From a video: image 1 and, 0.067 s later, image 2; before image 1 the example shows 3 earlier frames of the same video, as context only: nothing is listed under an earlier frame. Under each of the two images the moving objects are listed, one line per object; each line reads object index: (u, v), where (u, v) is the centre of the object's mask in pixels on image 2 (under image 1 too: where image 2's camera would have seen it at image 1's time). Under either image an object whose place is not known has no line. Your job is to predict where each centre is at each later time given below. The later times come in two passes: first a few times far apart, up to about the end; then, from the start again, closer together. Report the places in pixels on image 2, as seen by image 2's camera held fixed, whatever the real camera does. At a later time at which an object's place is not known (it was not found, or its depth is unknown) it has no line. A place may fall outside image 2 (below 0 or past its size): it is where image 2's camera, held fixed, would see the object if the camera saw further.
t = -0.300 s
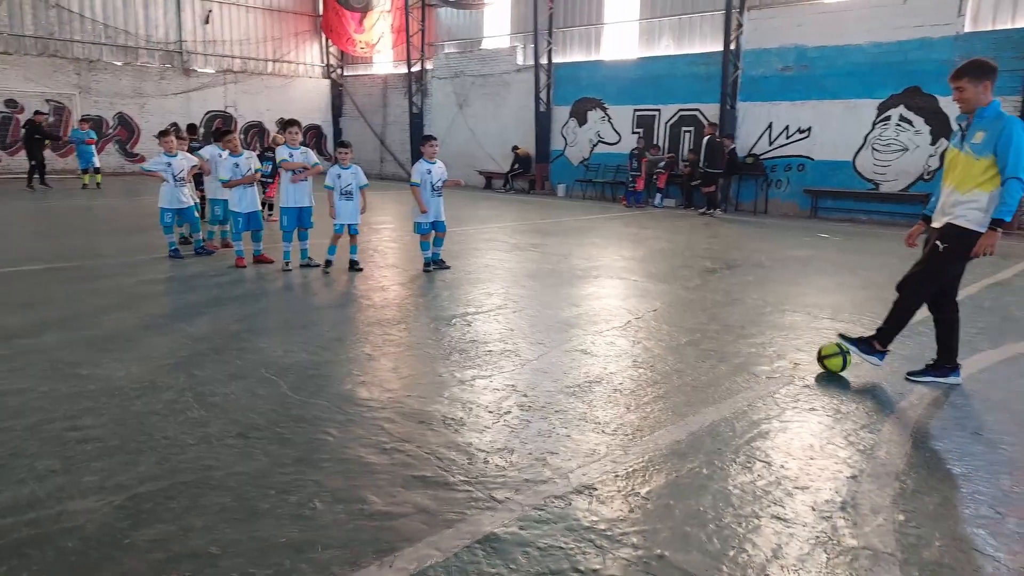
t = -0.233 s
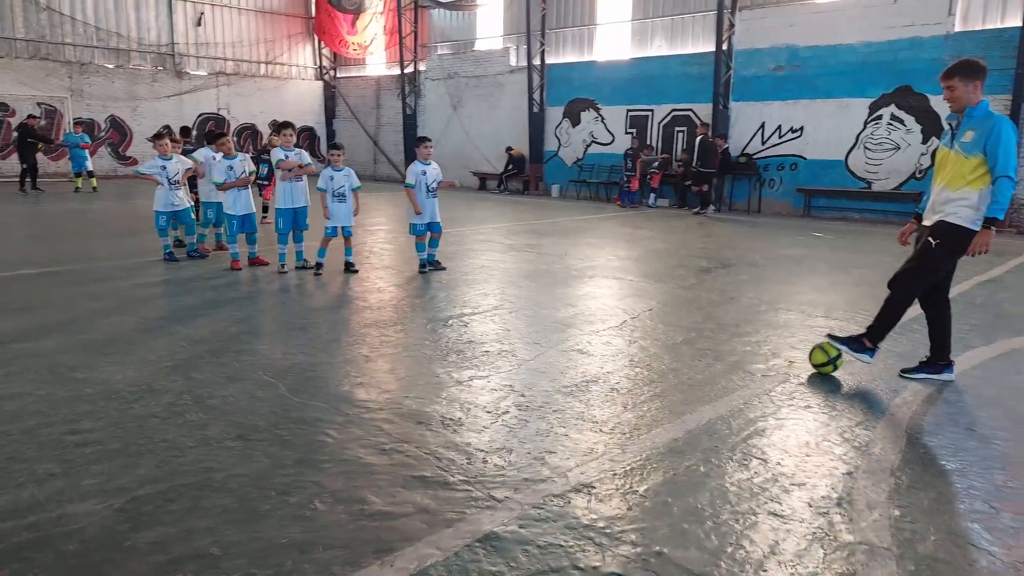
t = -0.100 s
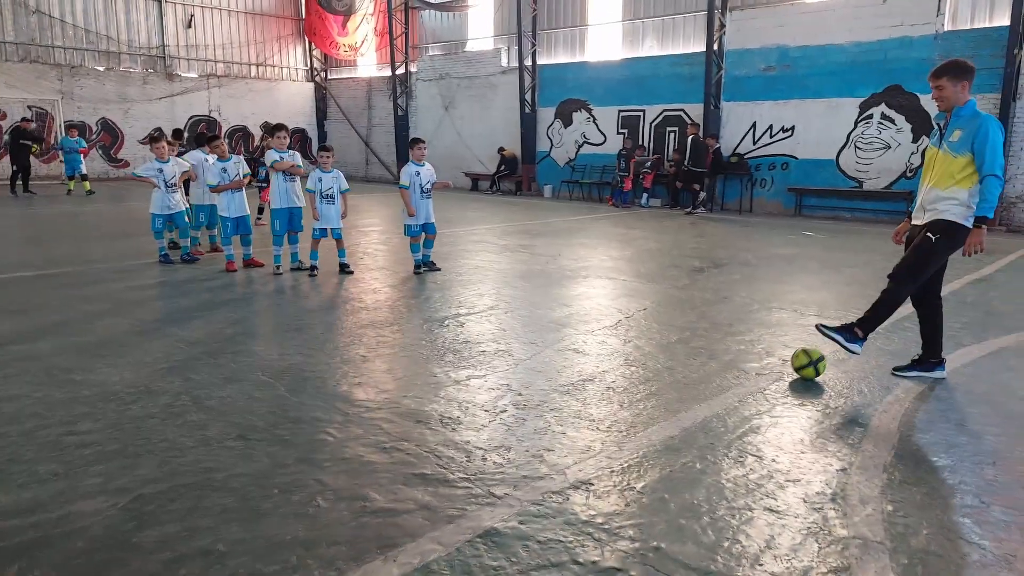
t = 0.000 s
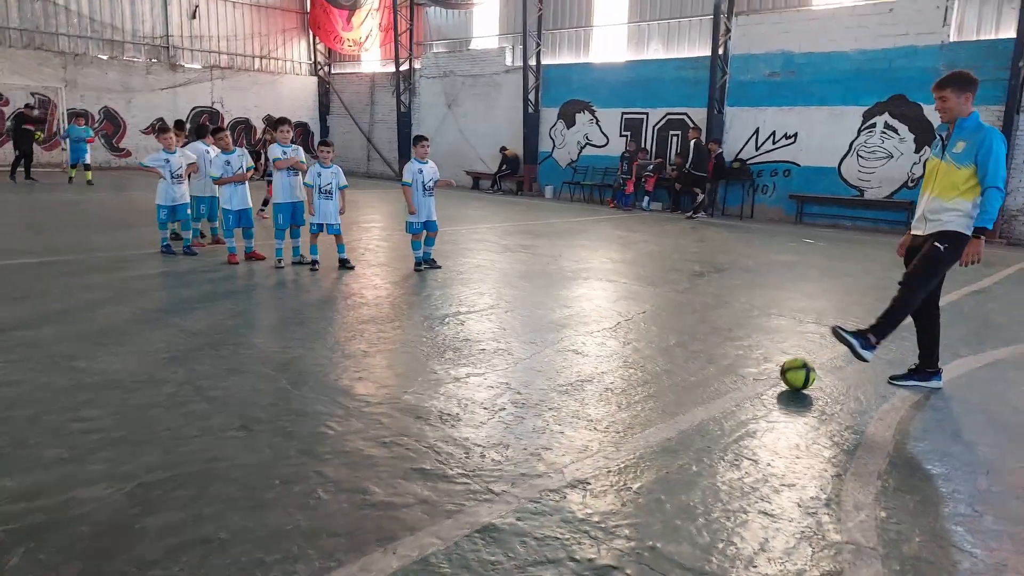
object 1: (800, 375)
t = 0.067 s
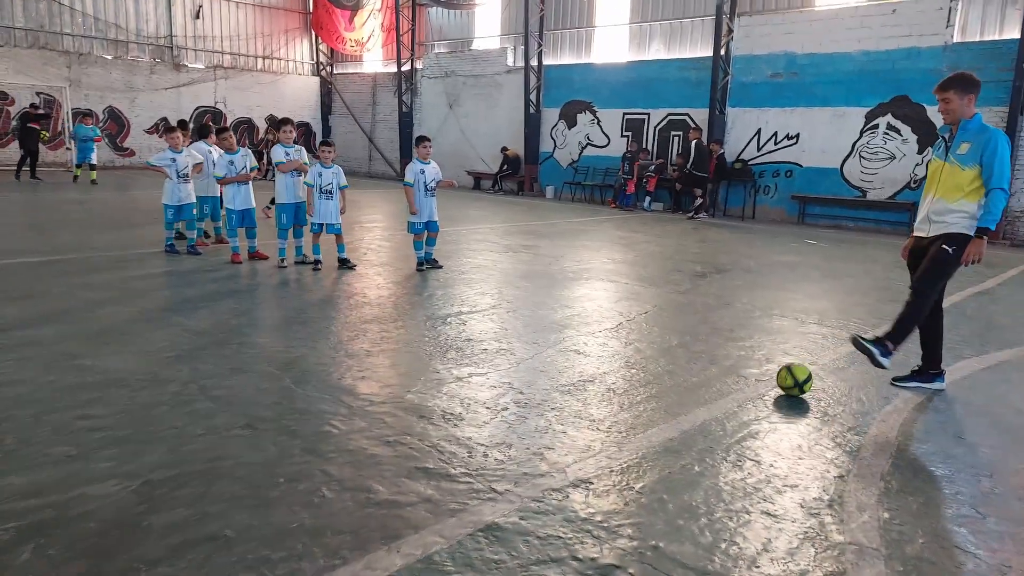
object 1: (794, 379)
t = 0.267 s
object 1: (779, 390)
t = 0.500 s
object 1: (760, 405)
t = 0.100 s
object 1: (792, 381)
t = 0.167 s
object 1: (787, 385)
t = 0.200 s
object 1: (785, 387)
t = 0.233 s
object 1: (782, 388)
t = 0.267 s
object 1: (779, 390)
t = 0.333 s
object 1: (774, 394)
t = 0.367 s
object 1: (772, 397)
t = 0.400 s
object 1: (769, 399)
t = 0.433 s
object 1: (767, 401)
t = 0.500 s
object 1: (760, 405)
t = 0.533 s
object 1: (757, 408)
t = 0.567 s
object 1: (755, 410)
